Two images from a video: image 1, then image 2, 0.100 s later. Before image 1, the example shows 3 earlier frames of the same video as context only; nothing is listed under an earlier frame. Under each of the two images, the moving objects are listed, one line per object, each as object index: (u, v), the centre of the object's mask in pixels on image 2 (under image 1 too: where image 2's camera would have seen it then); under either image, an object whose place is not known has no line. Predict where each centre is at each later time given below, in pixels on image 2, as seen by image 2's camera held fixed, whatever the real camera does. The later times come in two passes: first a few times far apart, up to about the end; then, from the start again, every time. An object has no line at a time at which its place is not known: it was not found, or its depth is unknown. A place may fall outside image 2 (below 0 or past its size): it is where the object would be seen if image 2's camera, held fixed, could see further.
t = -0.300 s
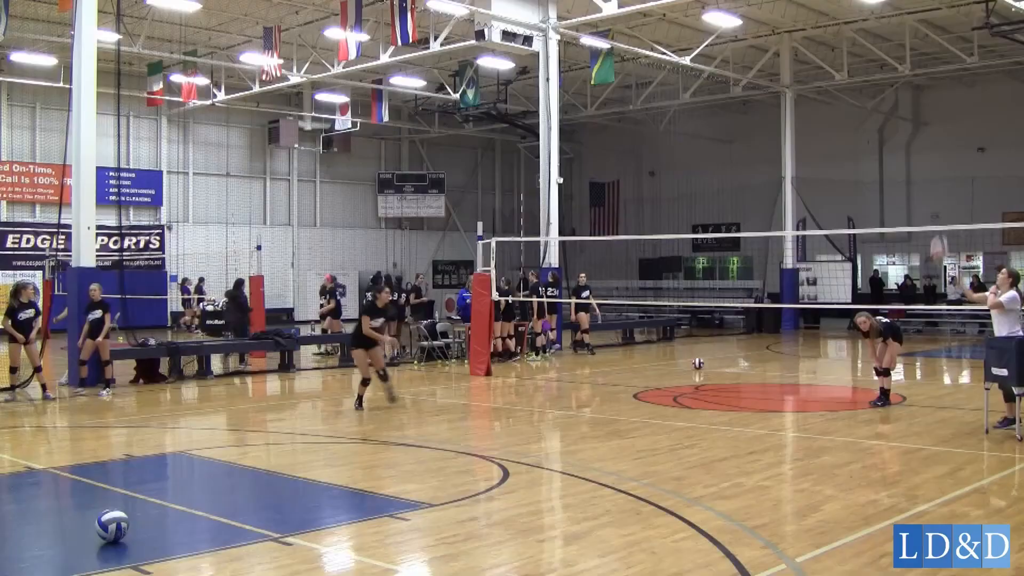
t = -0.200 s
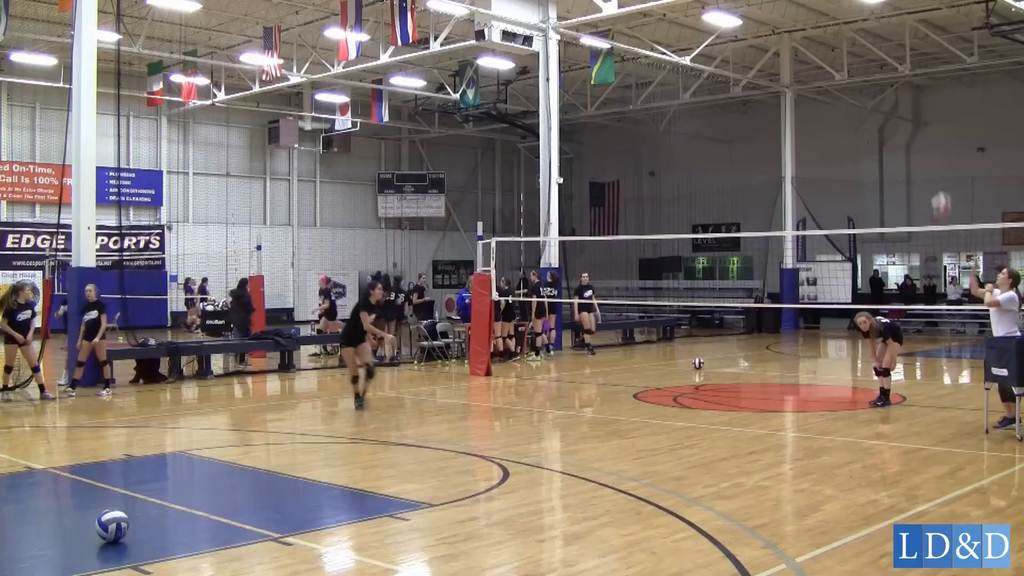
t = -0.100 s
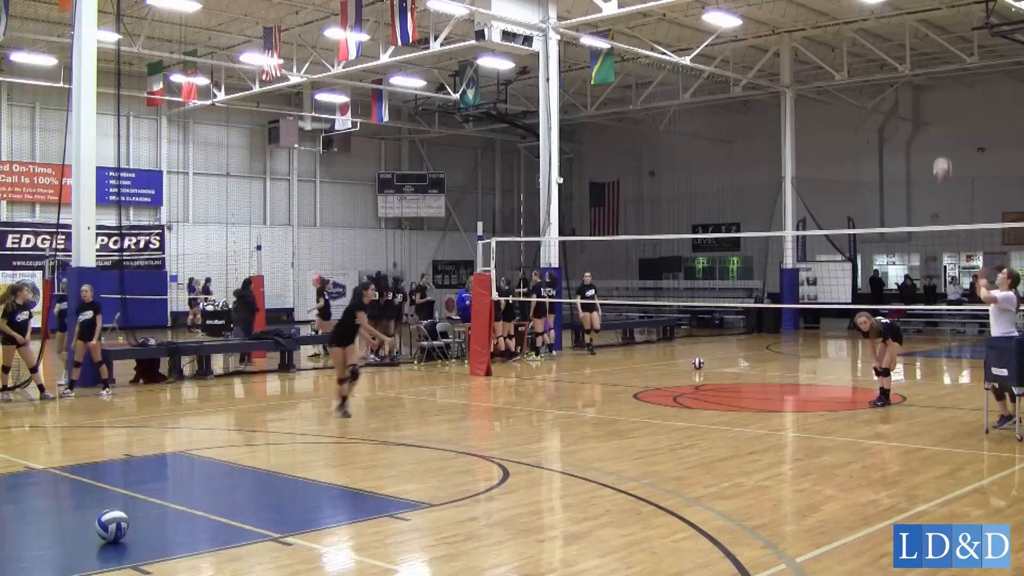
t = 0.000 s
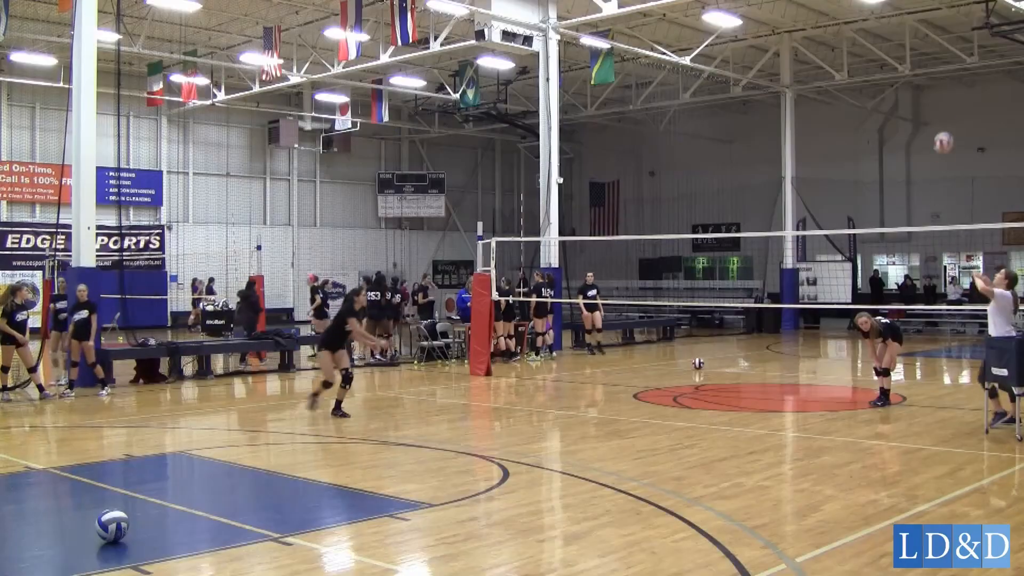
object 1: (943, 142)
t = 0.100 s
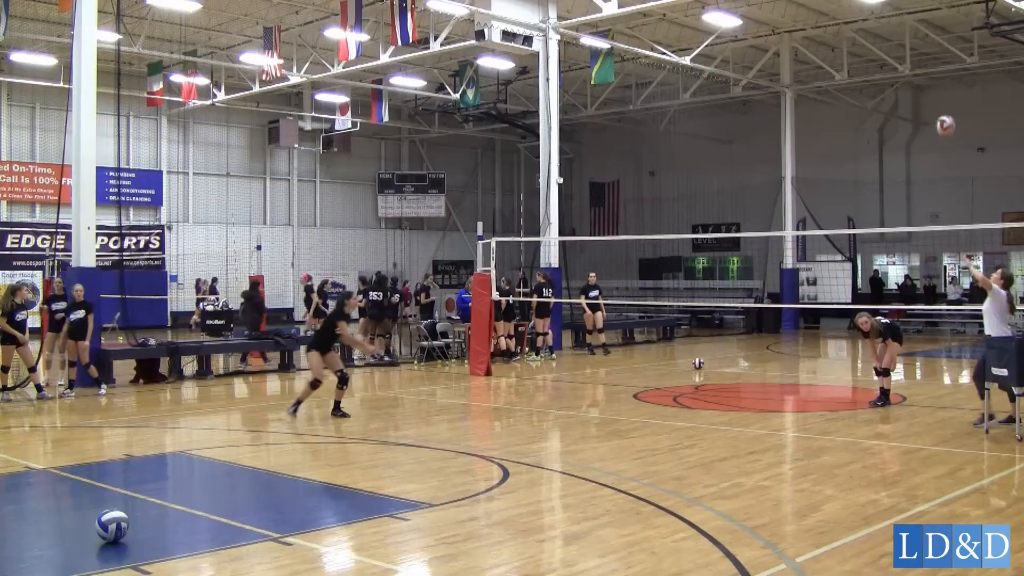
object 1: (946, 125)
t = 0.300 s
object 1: (947, 115)
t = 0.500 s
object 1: (952, 140)
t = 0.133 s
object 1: (946, 121)
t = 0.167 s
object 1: (946, 118)
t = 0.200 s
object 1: (947, 116)
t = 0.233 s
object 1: (947, 115)
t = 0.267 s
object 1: (947, 115)
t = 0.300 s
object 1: (947, 115)
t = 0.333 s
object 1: (948, 117)
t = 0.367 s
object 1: (949, 120)
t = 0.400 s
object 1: (950, 124)
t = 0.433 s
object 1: (951, 128)
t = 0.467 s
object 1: (952, 133)
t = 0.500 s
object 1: (952, 140)
